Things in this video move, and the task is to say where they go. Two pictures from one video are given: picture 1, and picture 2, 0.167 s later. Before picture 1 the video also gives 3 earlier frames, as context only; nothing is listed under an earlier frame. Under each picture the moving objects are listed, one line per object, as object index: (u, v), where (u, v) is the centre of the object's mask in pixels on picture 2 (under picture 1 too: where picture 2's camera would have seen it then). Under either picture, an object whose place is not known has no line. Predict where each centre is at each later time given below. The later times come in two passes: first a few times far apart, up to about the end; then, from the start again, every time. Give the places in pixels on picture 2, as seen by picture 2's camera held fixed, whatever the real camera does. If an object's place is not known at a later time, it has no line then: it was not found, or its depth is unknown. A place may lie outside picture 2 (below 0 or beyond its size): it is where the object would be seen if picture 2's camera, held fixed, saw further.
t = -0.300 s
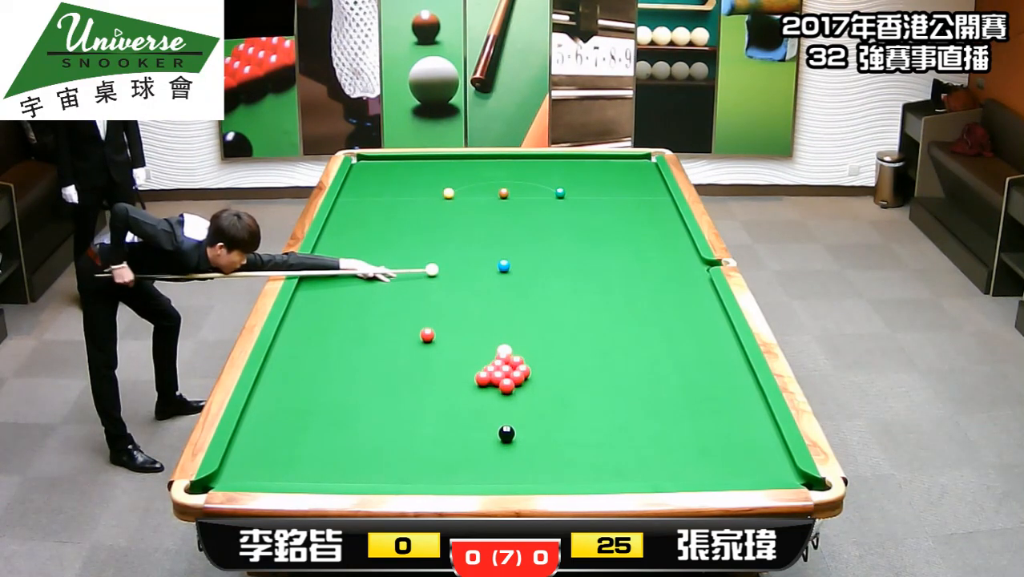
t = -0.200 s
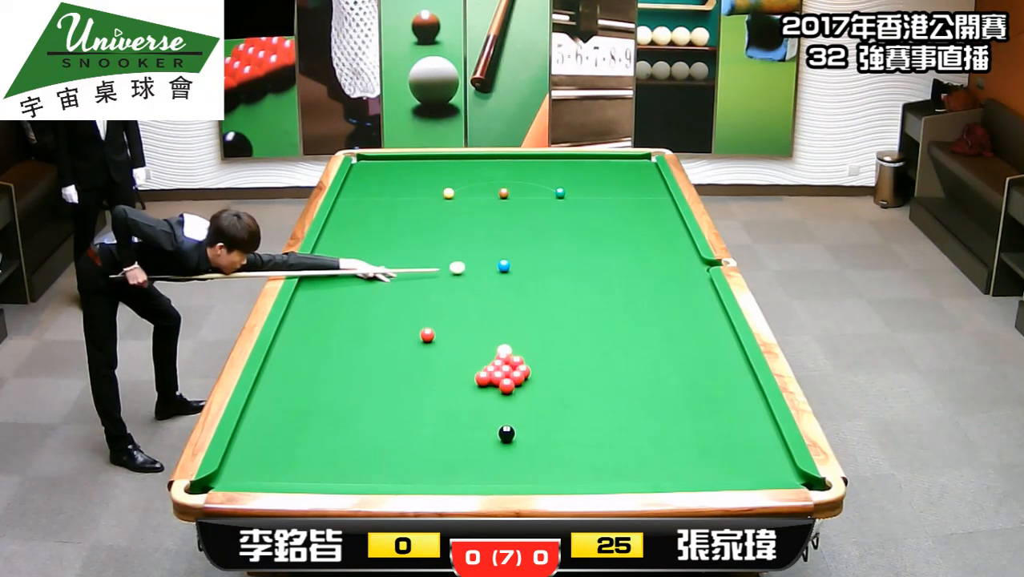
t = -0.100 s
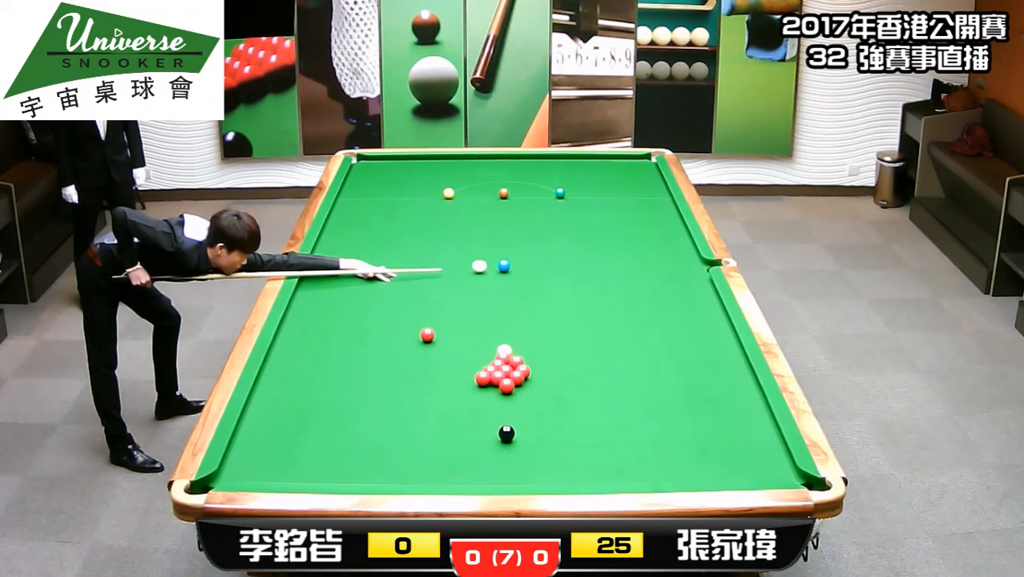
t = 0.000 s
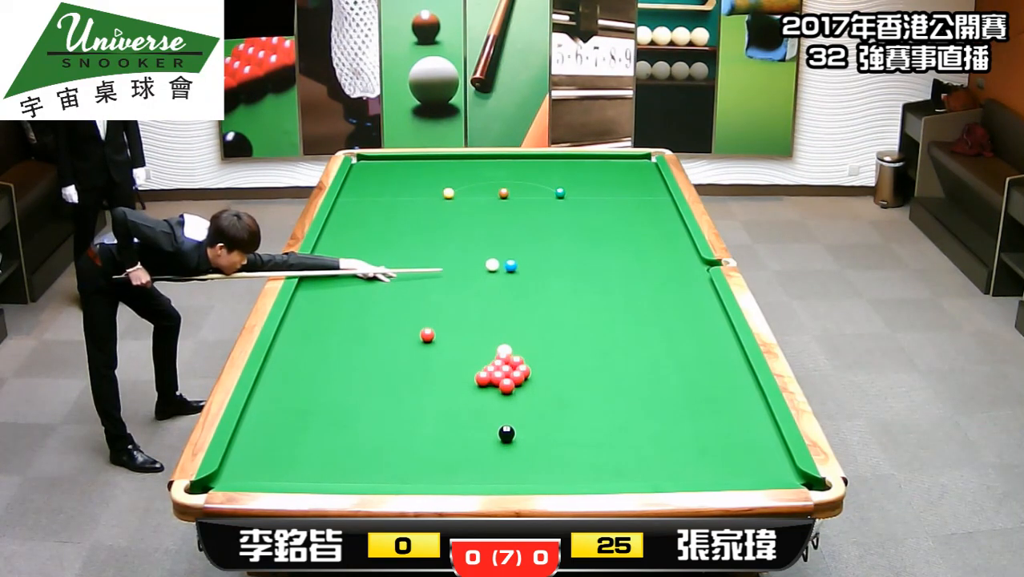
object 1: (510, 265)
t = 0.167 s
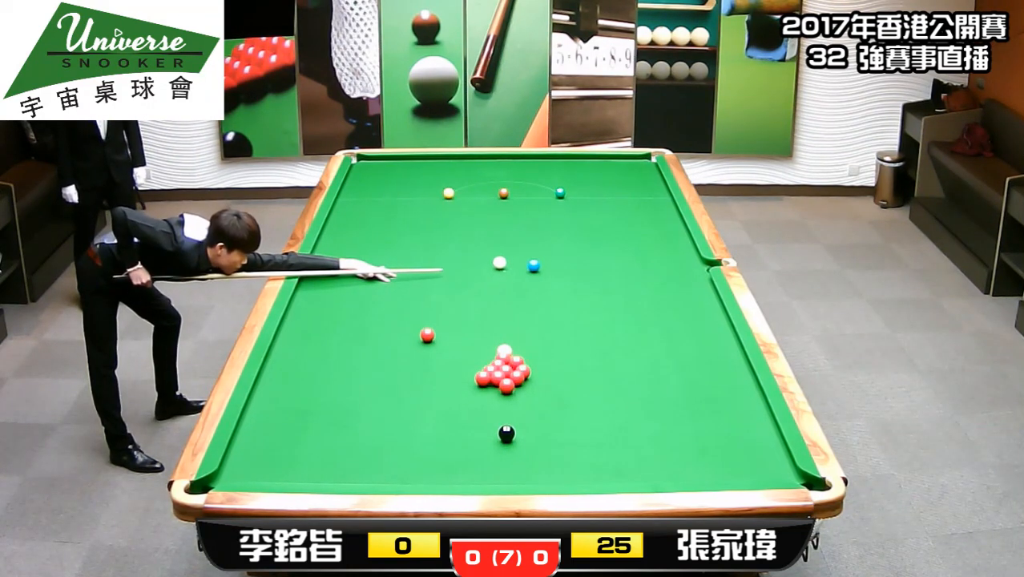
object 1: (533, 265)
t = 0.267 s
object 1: (546, 265)
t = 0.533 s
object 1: (578, 265)
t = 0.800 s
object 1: (609, 265)
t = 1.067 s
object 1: (638, 265)
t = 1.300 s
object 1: (663, 265)
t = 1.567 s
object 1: (690, 265)
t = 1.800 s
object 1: (711, 267)
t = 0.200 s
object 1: (537, 265)
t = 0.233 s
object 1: (541, 265)
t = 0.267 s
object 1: (546, 265)
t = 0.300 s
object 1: (550, 265)
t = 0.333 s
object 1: (554, 265)
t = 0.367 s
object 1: (558, 265)
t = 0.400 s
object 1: (562, 265)
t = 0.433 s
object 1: (566, 265)
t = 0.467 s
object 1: (570, 265)
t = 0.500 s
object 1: (574, 265)
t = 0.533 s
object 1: (578, 265)
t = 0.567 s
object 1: (582, 265)
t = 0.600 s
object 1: (586, 265)
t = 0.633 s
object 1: (590, 265)
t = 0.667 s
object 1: (594, 265)
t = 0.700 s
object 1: (597, 265)
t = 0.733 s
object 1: (601, 265)
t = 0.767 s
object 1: (605, 265)
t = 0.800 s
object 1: (609, 265)
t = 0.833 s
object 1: (612, 265)
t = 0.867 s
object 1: (616, 265)
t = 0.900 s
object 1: (620, 265)
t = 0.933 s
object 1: (624, 265)
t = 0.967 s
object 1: (628, 265)
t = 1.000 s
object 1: (631, 265)
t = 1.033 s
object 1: (635, 265)
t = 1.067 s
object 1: (638, 265)
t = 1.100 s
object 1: (642, 265)
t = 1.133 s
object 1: (646, 265)
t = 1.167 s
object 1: (649, 265)
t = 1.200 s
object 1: (653, 265)
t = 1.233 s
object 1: (656, 265)
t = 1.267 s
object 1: (660, 265)
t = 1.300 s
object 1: (663, 265)
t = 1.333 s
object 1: (667, 265)
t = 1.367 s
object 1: (670, 265)
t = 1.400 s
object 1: (673, 265)
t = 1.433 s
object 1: (677, 265)
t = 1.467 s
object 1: (680, 265)
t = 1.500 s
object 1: (683, 265)
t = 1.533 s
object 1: (687, 265)
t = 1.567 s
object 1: (690, 265)
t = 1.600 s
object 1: (693, 265)
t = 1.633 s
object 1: (696, 265)
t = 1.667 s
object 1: (699, 266)
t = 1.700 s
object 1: (703, 266)
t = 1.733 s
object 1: (706, 265)
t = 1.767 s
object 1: (709, 266)
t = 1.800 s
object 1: (711, 267)
